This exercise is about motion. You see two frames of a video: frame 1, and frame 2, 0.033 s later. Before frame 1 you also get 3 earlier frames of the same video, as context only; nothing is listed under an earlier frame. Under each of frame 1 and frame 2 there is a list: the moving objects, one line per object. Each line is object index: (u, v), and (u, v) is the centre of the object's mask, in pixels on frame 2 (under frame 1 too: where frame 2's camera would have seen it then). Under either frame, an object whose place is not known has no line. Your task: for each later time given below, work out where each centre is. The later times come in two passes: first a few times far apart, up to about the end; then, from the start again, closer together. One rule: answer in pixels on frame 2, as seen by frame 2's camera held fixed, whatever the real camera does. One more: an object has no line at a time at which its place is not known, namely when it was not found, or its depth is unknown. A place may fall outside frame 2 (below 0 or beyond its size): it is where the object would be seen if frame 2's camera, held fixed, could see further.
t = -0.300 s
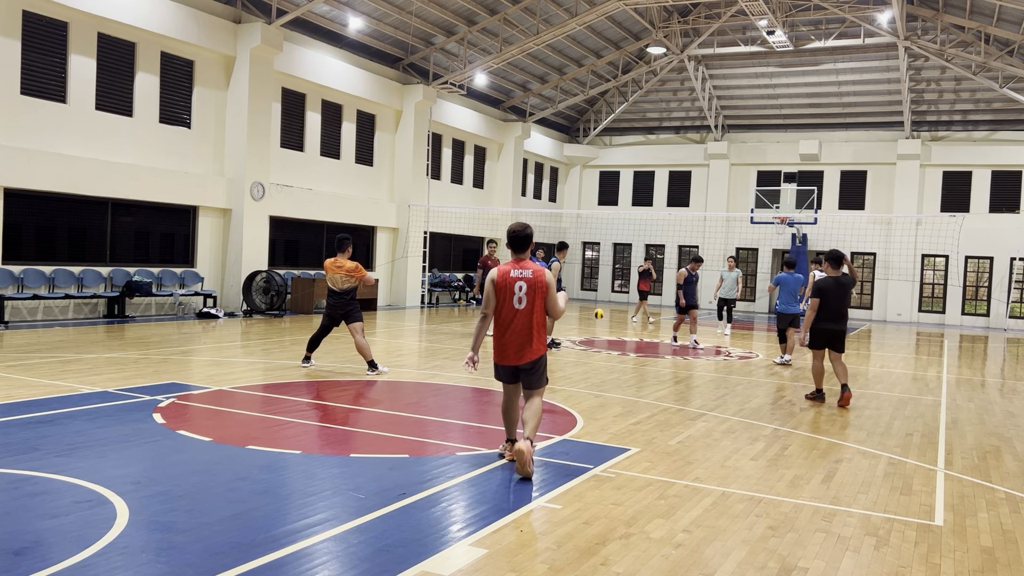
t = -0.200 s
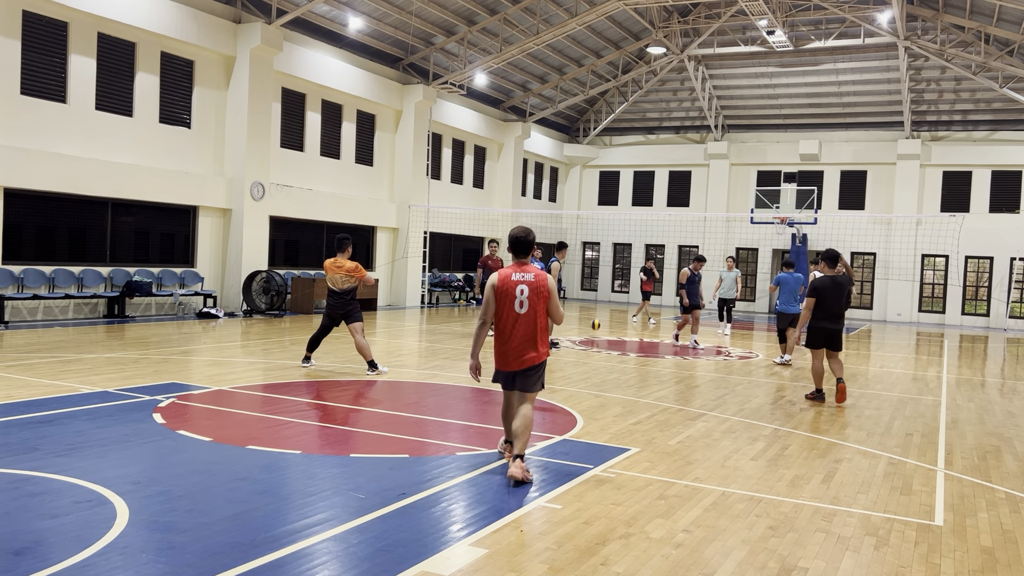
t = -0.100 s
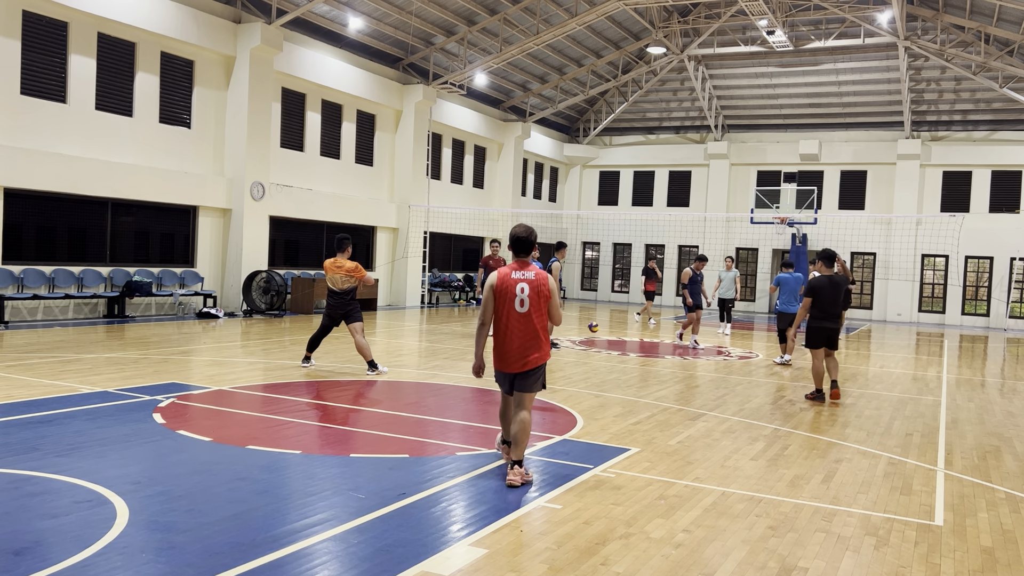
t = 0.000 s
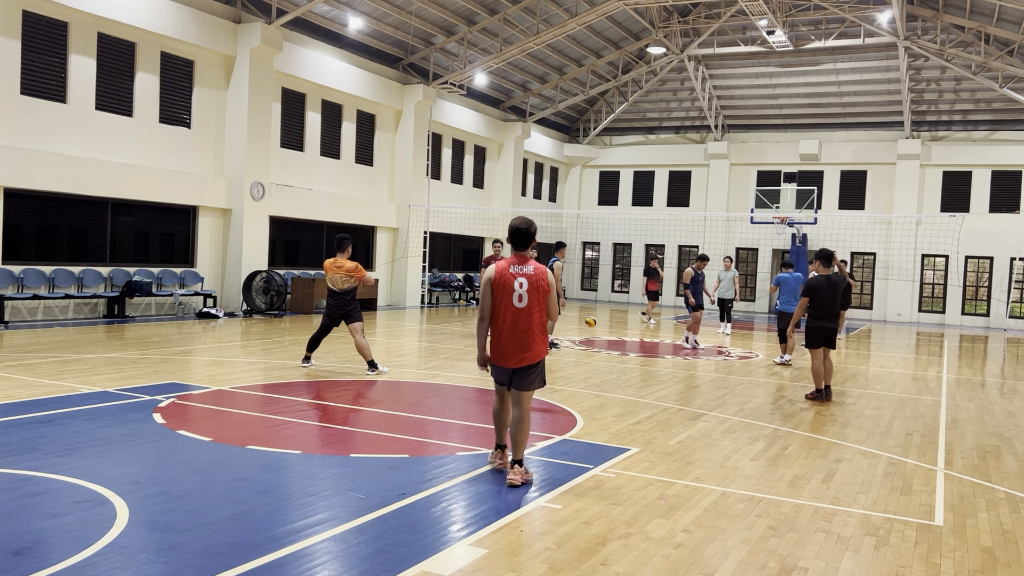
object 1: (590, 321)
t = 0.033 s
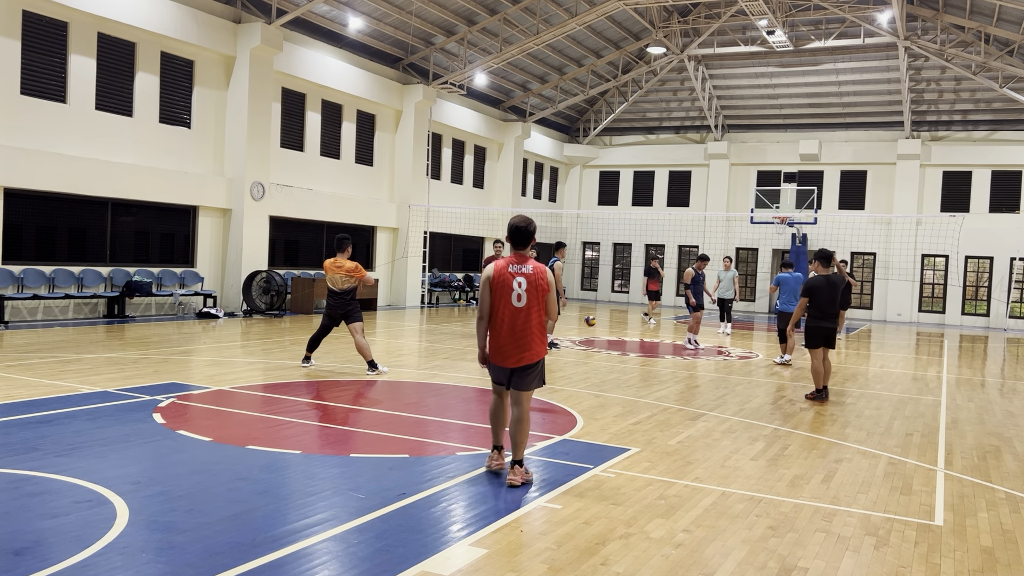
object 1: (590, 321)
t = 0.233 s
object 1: (584, 330)
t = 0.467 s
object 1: (576, 332)
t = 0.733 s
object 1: (567, 351)
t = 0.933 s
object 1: (561, 346)
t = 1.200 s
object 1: (551, 358)
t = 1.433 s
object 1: (540, 372)
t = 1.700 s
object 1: (525, 384)
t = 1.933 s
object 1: (510, 399)
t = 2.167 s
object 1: (493, 414)
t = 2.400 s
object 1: (472, 436)
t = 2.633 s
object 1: (444, 462)
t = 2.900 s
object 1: (401, 505)
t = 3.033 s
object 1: (373, 530)
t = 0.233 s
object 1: (584, 330)
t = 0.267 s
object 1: (582, 335)
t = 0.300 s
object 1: (581, 339)
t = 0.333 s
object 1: (580, 339)
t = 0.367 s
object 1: (579, 336)
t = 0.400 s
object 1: (578, 334)
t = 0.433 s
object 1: (578, 333)
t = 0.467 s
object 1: (576, 332)
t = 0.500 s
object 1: (576, 332)
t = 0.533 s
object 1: (574, 333)
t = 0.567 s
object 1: (573, 334)
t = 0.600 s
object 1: (573, 336)
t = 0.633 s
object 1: (571, 339)
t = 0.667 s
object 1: (570, 343)
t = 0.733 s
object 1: (567, 351)
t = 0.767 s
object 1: (566, 348)
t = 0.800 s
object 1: (566, 347)
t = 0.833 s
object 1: (564, 345)
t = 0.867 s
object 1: (563, 344)
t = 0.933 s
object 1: (561, 346)
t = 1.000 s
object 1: (558, 351)
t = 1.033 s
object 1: (557, 354)
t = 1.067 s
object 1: (555, 358)
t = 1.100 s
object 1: (555, 362)
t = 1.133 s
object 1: (553, 360)
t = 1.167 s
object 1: (552, 359)
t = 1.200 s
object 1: (551, 358)
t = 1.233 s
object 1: (549, 359)
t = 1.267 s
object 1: (548, 361)
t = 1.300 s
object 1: (546, 363)
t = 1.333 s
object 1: (545, 367)
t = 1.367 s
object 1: (543, 371)
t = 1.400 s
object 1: (541, 373)
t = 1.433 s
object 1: (540, 372)
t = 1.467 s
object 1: (538, 371)
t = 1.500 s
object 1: (537, 371)
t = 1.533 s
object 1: (534, 372)
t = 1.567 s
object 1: (533, 374)
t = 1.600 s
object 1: (531, 379)
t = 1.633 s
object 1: (529, 383)
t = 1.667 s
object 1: (527, 385)
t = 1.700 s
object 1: (525, 384)
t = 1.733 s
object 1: (523, 383)
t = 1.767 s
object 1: (521, 384)
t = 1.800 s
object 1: (519, 386)
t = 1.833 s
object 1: (517, 389)
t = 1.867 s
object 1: (514, 393)
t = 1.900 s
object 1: (512, 399)
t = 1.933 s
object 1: (510, 399)
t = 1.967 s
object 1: (507, 399)
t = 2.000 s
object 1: (506, 400)
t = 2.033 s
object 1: (503, 402)
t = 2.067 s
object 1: (501, 406)
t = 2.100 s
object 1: (498, 412)
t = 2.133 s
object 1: (495, 413)
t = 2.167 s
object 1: (493, 414)
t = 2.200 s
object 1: (490, 416)
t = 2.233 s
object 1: (487, 419)
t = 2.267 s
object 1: (484, 424)
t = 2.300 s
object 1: (481, 427)
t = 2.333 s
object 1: (479, 428)
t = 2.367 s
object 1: (475, 431)
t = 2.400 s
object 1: (472, 436)
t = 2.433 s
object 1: (468, 441)
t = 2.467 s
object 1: (464, 442)
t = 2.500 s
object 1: (461, 445)
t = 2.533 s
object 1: (457, 450)
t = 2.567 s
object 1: (453, 456)
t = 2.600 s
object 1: (448, 458)
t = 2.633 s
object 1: (444, 462)
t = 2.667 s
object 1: (439, 467)
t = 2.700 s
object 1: (434, 473)
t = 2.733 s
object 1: (429, 475)
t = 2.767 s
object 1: (424, 480)
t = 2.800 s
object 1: (419, 487)
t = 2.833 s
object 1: (413, 491)
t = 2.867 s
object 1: (407, 497)
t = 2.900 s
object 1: (401, 505)
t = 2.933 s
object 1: (395, 509)
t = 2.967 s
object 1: (388, 516)
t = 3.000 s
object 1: (381, 524)
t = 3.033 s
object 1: (373, 530)
